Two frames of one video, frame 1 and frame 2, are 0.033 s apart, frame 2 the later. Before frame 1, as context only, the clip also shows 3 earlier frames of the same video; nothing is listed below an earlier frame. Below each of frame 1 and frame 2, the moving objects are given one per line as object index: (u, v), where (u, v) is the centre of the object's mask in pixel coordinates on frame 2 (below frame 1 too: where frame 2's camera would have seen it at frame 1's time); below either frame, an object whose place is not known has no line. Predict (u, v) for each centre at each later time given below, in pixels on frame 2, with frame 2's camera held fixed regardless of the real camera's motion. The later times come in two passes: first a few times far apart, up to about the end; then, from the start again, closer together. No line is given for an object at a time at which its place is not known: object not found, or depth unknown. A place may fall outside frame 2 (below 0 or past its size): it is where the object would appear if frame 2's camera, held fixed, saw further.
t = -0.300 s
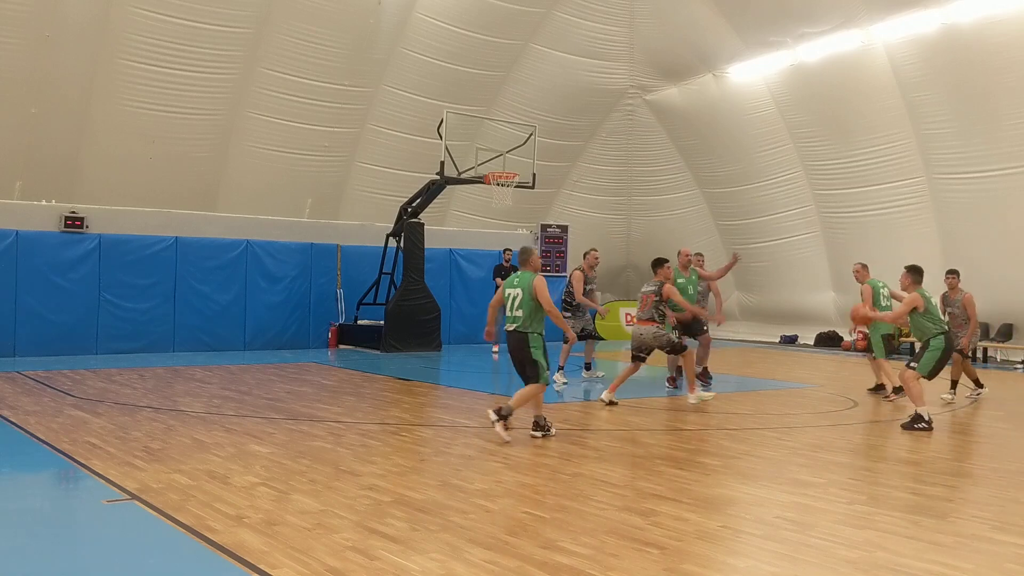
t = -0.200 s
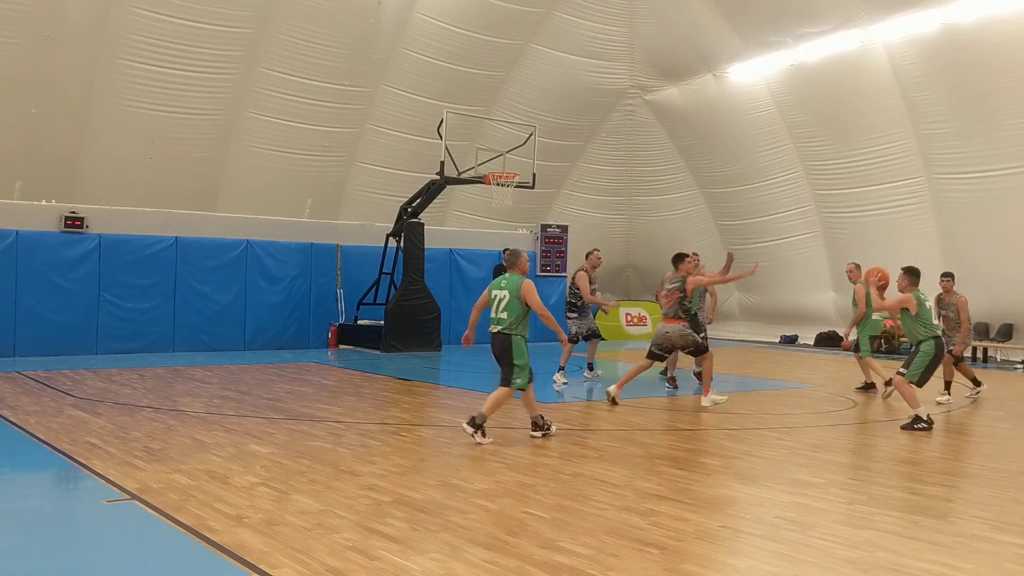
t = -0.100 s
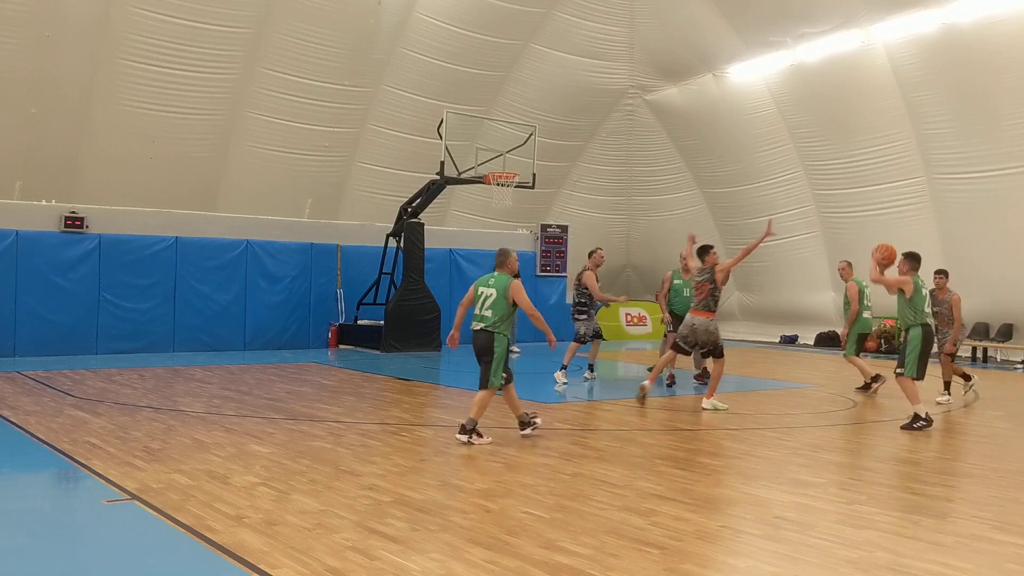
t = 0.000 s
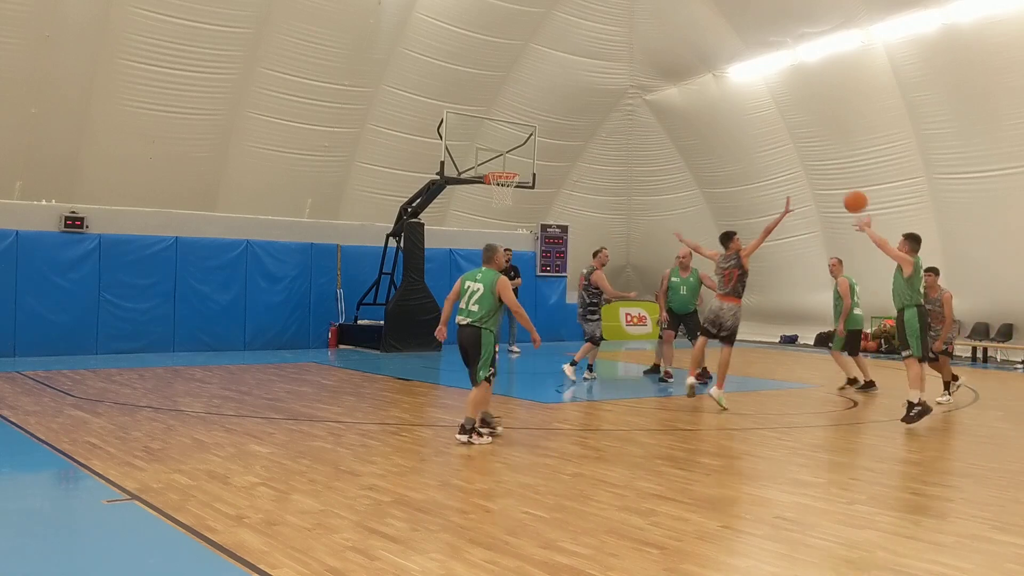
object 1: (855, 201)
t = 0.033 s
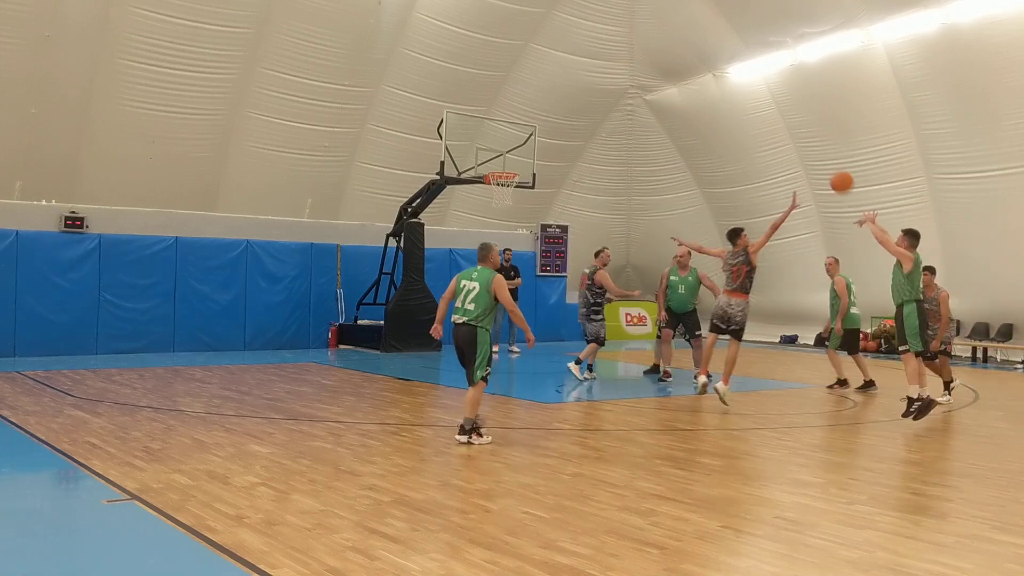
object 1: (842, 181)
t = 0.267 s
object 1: (756, 85)
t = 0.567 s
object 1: (665, 41)
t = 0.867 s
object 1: (589, 67)
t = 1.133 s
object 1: (532, 135)
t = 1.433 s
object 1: (499, 182)
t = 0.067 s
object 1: (829, 164)
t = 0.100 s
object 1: (815, 147)
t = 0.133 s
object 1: (803, 132)
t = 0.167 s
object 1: (791, 118)
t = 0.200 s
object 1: (779, 106)
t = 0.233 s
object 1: (767, 94)
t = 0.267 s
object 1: (756, 85)
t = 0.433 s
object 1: (703, 50)
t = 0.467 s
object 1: (693, 46)
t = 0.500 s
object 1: (683, 44)
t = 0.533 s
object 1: (674, 42)
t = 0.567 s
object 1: (665, 41)
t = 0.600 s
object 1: (655, 41)
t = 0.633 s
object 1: (647, 42)
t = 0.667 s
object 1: (638, 43)
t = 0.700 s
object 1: (629, 45)
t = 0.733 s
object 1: (621, 48)
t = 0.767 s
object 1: (613, 52)
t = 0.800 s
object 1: (605, 56)
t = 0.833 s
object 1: (597, 61)
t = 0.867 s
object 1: (589, 67)
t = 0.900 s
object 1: (581, 73)
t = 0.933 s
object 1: (574, 81)
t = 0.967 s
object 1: (567, 88)
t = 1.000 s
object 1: (559, 97)
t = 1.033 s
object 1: (552, 105)
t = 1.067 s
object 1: (546, 115)
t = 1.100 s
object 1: (539, 124)
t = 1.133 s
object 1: (532, 135)
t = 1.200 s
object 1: (519, 157)
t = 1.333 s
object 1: (490, 176)
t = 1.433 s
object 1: (499, 182)
